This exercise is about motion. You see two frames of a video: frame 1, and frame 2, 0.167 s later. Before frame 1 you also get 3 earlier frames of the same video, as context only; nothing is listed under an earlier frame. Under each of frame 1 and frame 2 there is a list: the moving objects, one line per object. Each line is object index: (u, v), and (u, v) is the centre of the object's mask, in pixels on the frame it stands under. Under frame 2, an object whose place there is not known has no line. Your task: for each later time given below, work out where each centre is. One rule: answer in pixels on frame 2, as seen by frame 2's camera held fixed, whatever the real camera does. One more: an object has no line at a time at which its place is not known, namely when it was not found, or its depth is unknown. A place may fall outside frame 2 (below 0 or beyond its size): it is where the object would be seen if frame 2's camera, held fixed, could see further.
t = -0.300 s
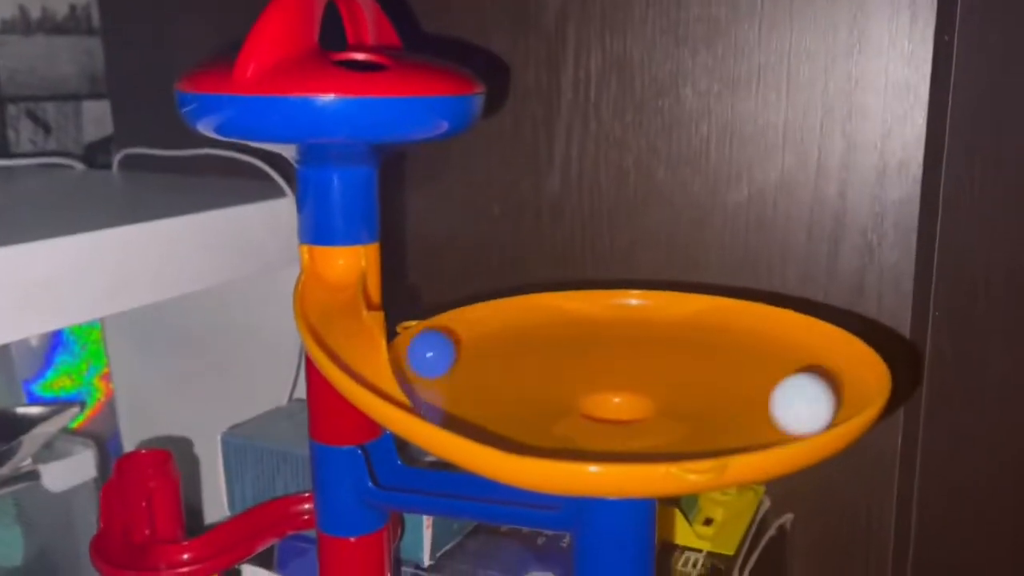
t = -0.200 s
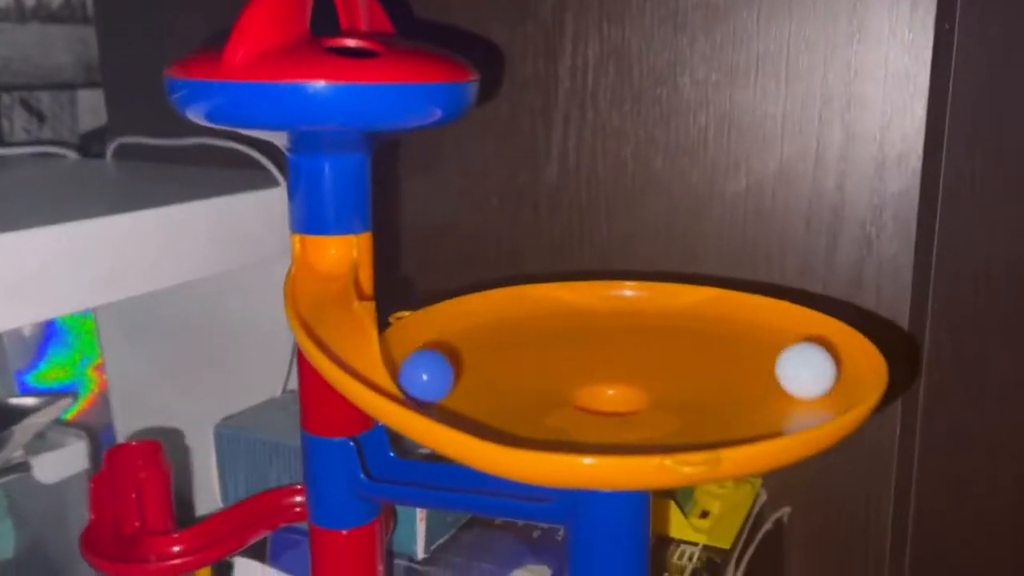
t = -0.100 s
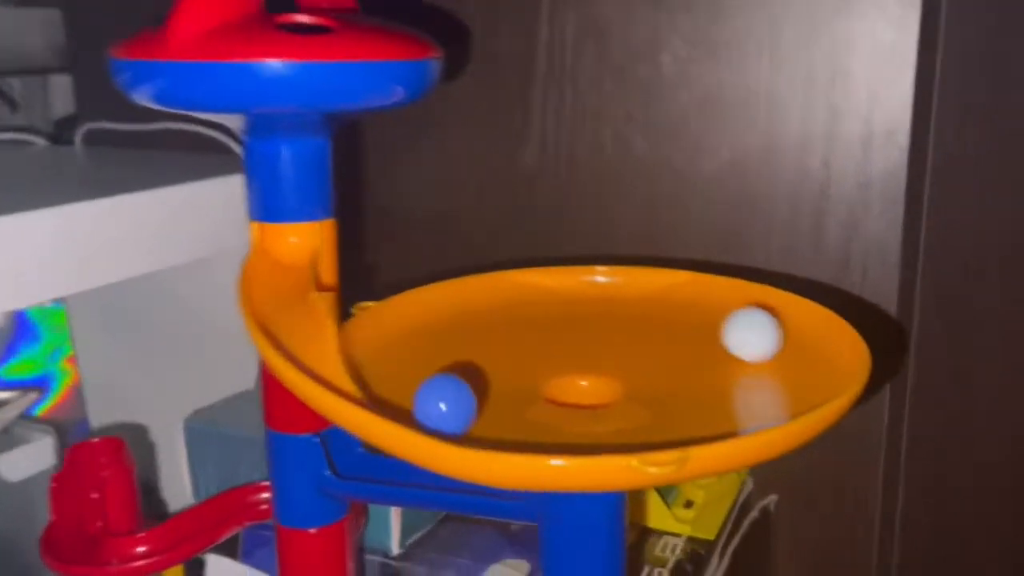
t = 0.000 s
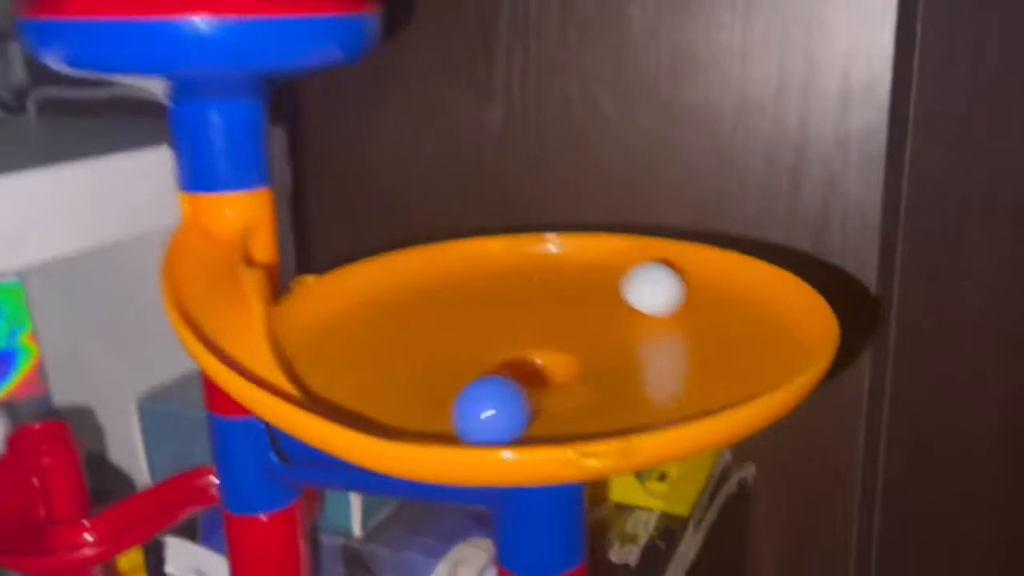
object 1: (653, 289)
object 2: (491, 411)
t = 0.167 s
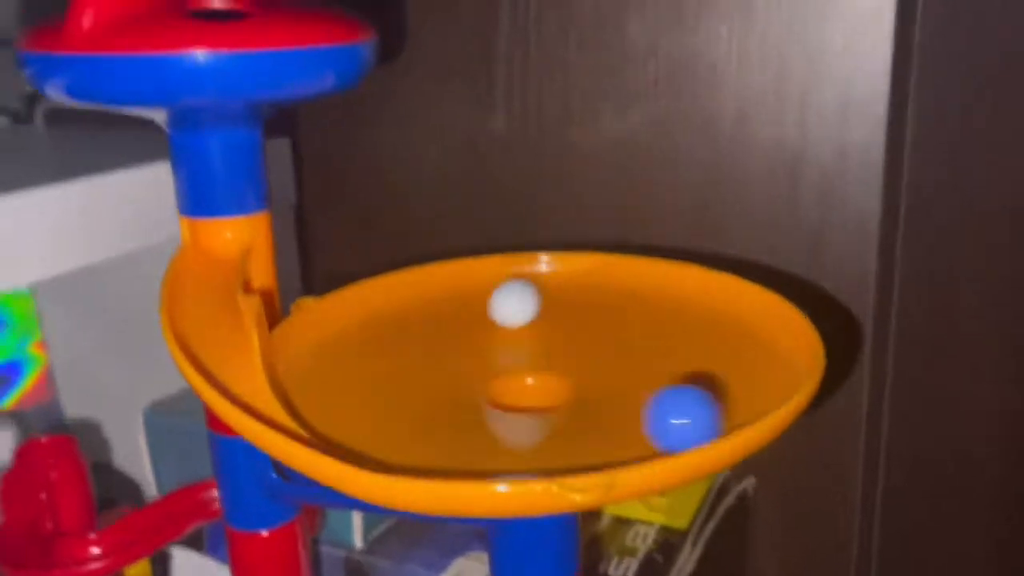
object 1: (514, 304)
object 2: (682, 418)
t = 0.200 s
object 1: (488, 305)
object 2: (710, 408)
